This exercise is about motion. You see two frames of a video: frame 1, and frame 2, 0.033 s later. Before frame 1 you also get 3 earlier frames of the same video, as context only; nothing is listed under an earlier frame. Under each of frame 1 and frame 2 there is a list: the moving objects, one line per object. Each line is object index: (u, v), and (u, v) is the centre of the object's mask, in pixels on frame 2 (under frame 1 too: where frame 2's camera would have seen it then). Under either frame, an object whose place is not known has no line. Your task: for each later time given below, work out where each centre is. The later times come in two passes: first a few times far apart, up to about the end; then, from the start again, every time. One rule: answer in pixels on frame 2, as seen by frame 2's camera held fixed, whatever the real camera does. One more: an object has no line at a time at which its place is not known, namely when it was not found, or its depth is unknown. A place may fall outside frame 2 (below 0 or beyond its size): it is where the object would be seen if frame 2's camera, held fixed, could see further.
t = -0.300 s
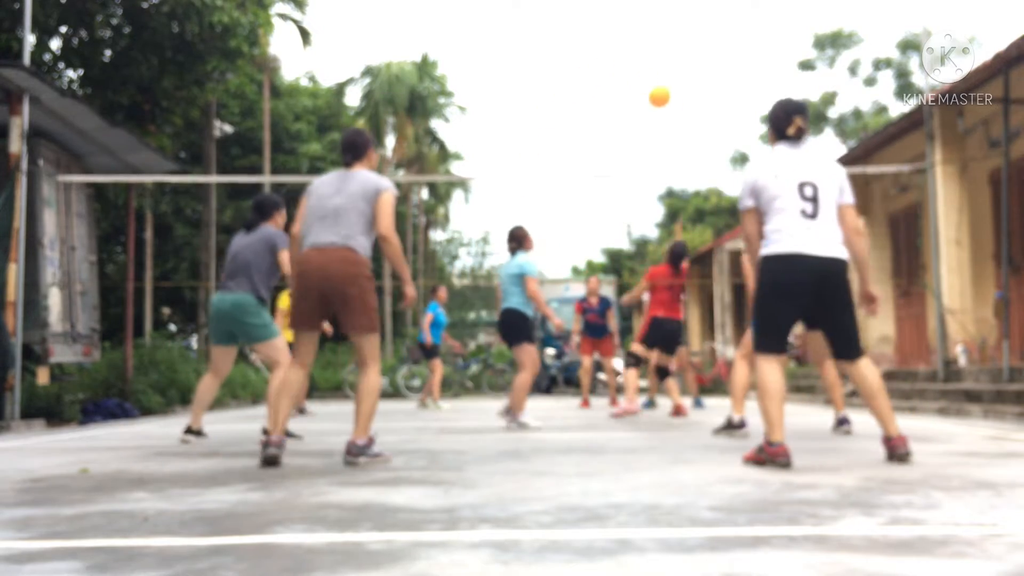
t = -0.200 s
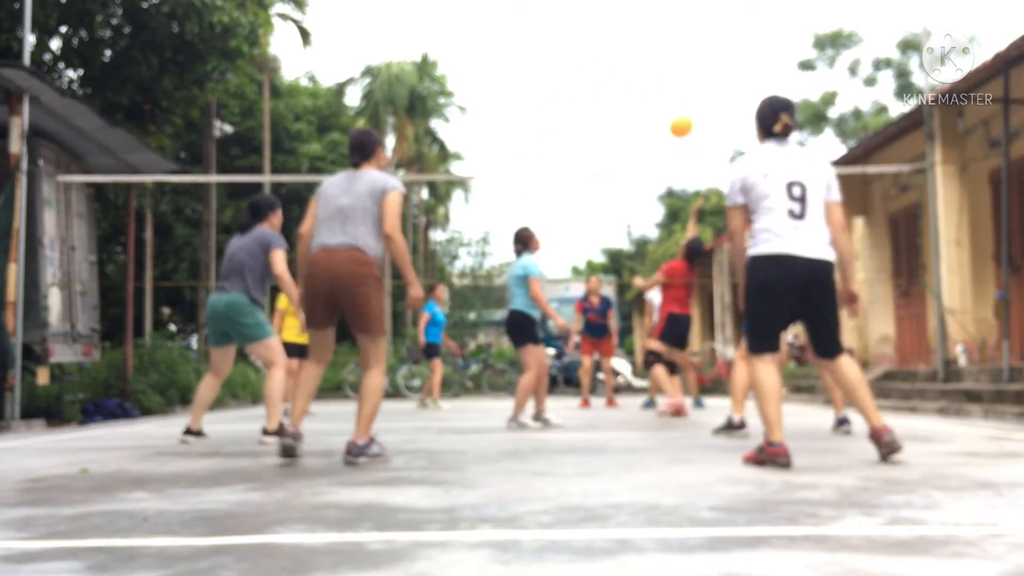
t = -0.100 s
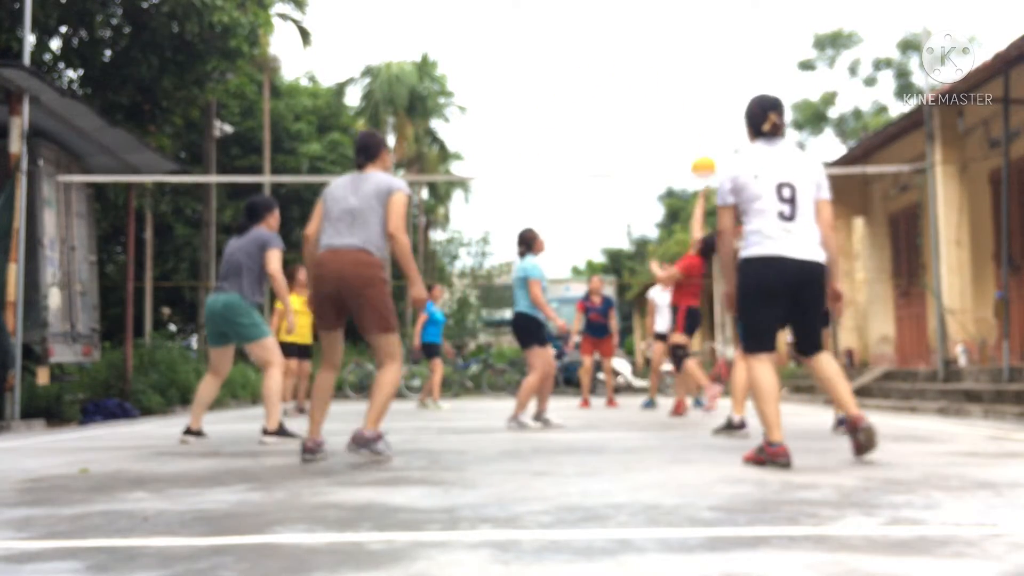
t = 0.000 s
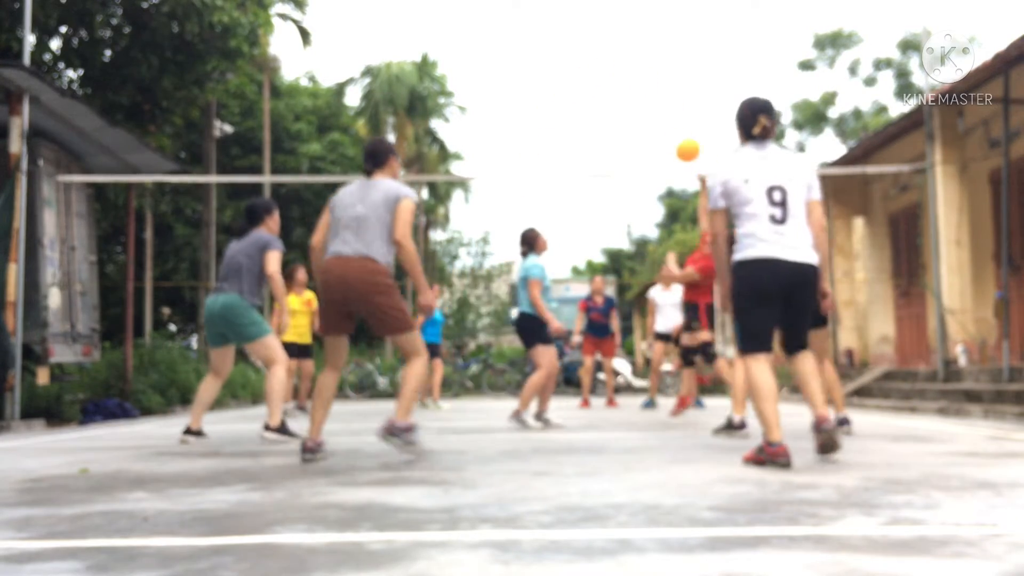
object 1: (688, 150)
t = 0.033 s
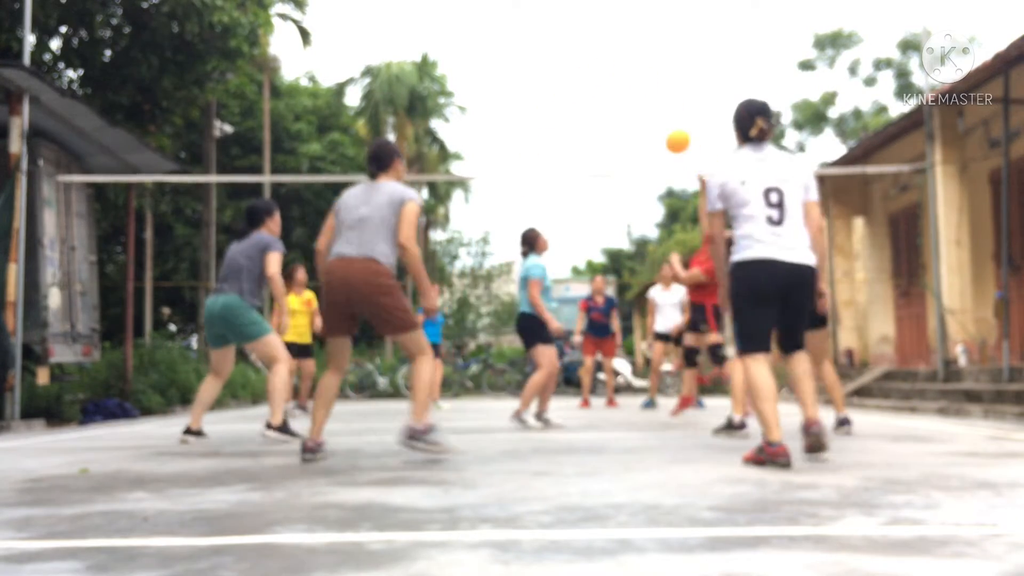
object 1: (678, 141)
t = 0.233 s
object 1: (612, 115)
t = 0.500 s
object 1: (513, 155)
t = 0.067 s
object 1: (667, 134)
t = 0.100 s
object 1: (657, 127)
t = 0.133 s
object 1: (646, 122)
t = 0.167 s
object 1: (635, 118)
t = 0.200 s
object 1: (623, 116)
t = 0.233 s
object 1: (612, 115)
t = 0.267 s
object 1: (600, 115)
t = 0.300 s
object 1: (588, 117)
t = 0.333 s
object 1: (576, 120)
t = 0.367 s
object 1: (563, 124)
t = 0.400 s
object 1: (551, 129)
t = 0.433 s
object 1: (539, 136)
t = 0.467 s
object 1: (526, 145)
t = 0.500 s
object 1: (513, 155)
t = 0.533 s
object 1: (500, 168)
